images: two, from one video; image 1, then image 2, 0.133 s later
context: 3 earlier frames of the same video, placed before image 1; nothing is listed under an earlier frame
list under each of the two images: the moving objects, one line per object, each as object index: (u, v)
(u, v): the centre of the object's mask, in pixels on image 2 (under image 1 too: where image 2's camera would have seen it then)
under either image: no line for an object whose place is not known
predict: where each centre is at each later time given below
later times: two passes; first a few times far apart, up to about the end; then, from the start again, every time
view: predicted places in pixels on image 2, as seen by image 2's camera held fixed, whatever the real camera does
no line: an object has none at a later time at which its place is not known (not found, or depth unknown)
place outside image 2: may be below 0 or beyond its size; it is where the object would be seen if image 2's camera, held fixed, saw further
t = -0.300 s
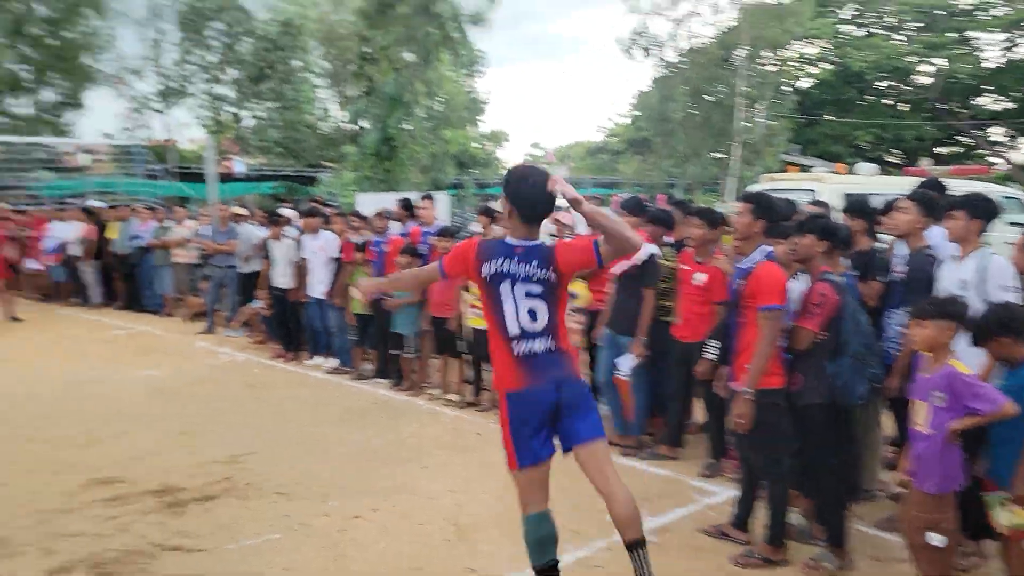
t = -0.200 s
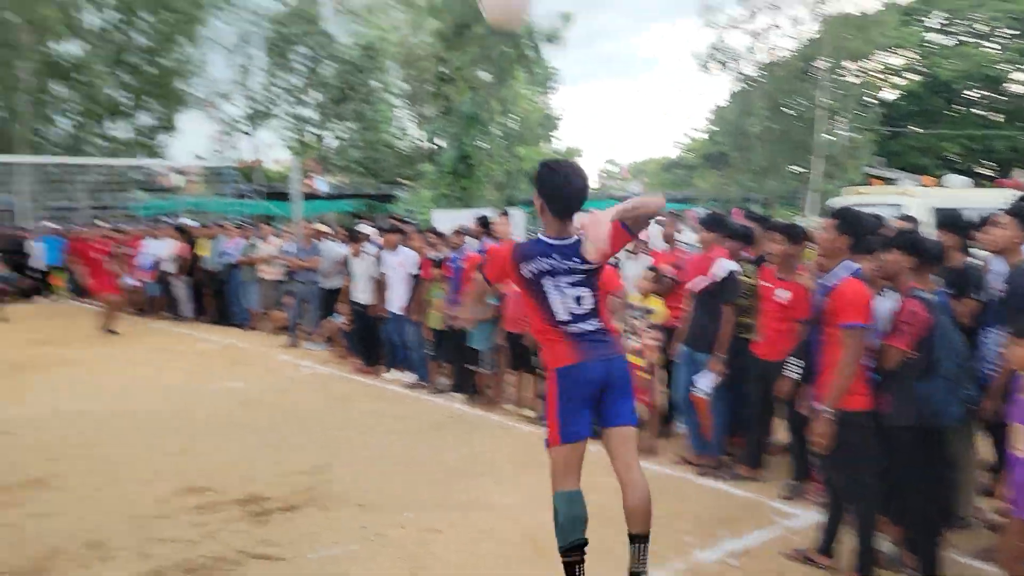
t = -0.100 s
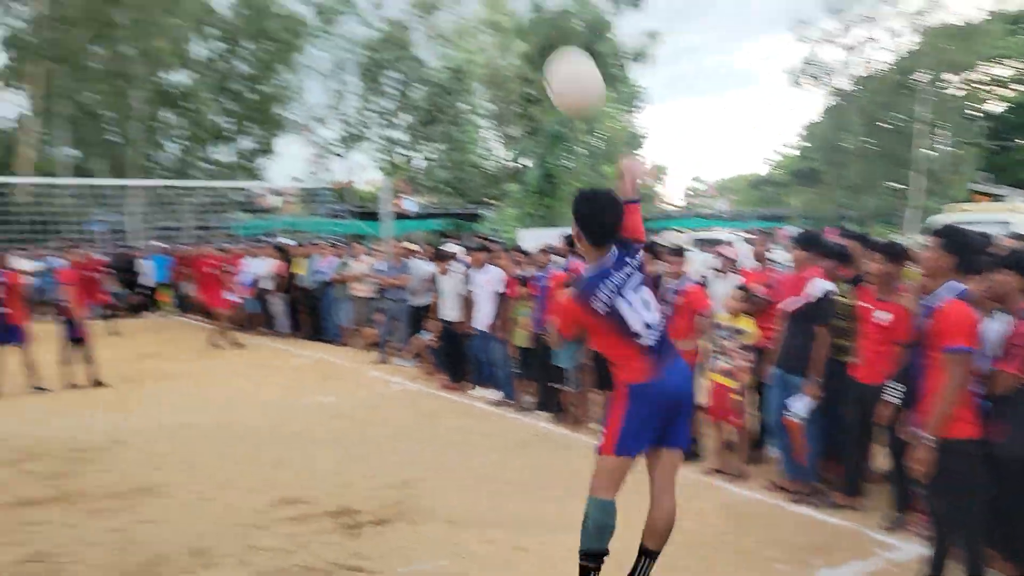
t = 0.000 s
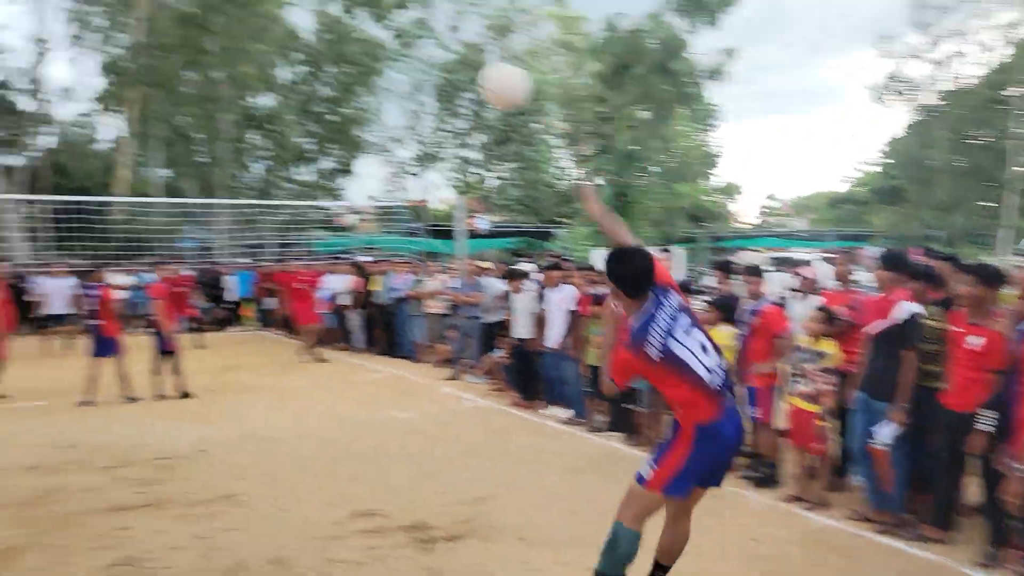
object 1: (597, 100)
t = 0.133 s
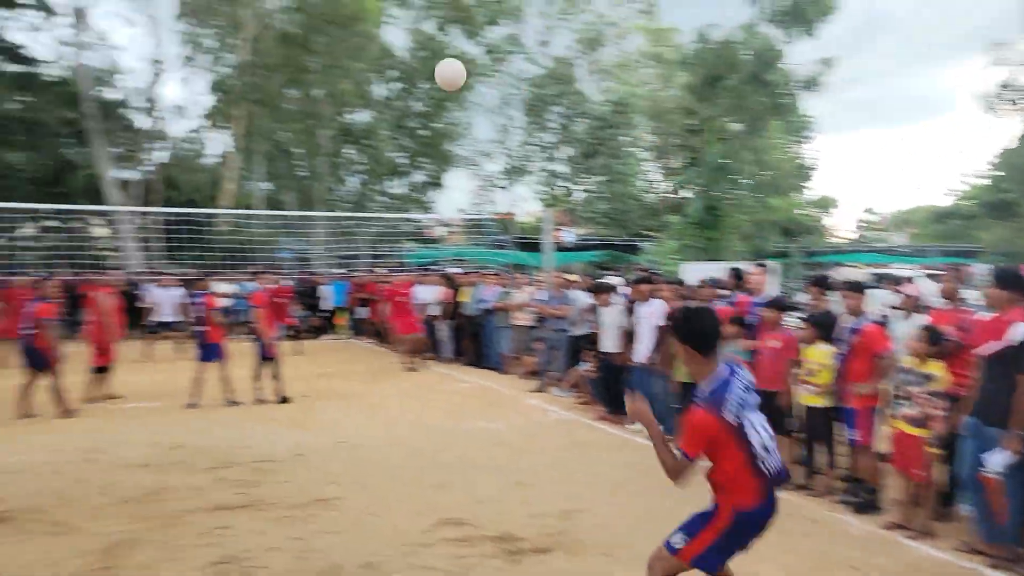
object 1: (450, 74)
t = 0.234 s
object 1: (394, 77)
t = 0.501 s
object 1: (316, 124)
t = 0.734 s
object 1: (270, 184)
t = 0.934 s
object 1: (240, 238)
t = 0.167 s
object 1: (428, 74)
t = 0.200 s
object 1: (410, 75)
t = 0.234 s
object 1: (394, 77)
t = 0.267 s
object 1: (381, 80)
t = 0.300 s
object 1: (369, 84)
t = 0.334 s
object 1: (358, 89)
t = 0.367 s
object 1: (349, 95)
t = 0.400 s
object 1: (340, 102)
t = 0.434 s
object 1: (331, 109)
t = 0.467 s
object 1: (324, 117)
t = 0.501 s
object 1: (316, 124)
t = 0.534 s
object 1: (309, 133)
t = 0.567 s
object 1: (302, 141)
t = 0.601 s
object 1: (296, 150)
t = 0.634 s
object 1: (289, 159)
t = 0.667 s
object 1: (282, 167)
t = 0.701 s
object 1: (276, 176)
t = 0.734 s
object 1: (270, 184)
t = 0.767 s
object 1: (265, 193)
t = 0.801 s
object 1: (259, 202)
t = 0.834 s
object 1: (254, 211)
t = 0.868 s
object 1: (249, 220)
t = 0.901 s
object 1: (244, 229)
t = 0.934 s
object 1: (240, 238)
